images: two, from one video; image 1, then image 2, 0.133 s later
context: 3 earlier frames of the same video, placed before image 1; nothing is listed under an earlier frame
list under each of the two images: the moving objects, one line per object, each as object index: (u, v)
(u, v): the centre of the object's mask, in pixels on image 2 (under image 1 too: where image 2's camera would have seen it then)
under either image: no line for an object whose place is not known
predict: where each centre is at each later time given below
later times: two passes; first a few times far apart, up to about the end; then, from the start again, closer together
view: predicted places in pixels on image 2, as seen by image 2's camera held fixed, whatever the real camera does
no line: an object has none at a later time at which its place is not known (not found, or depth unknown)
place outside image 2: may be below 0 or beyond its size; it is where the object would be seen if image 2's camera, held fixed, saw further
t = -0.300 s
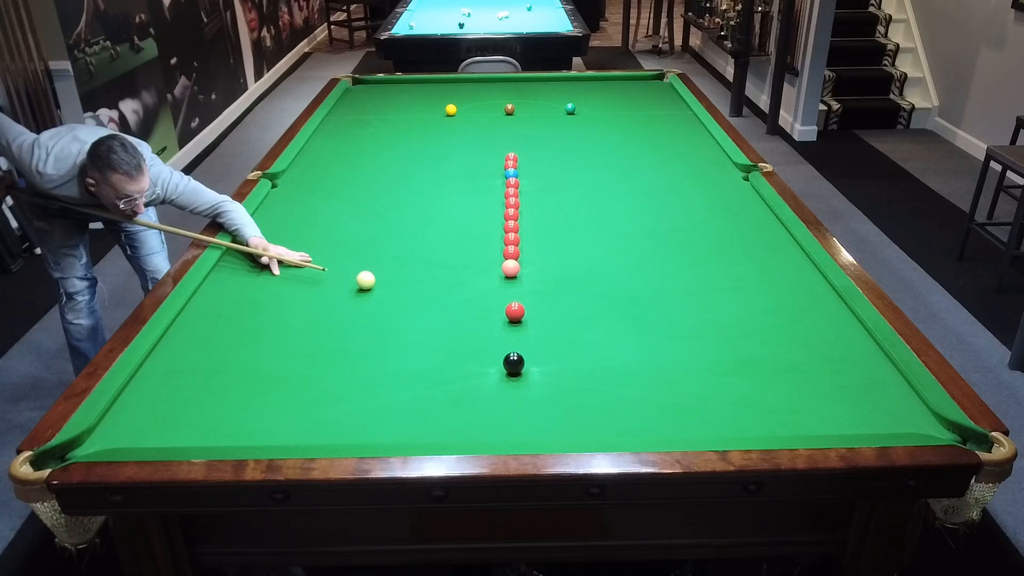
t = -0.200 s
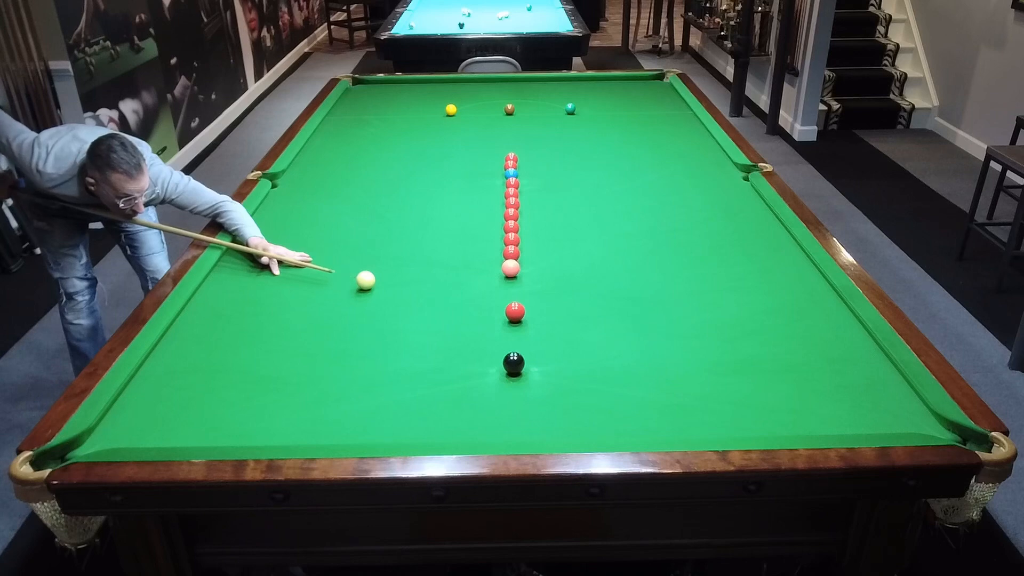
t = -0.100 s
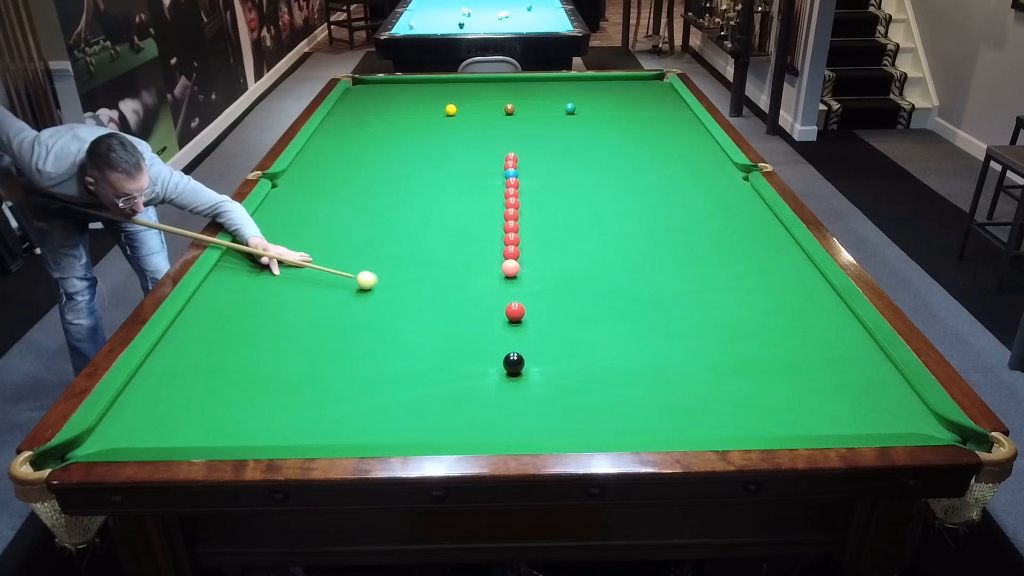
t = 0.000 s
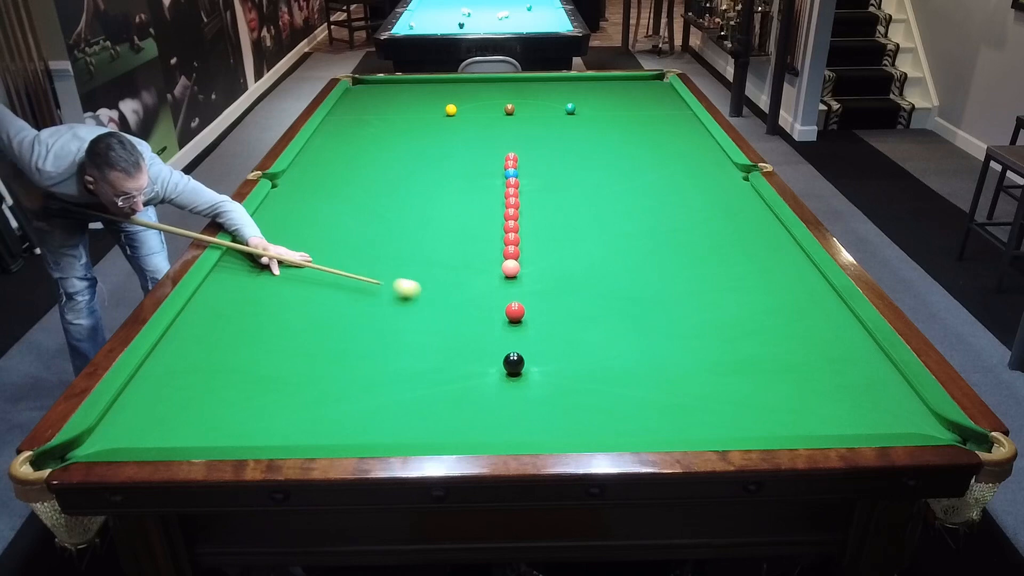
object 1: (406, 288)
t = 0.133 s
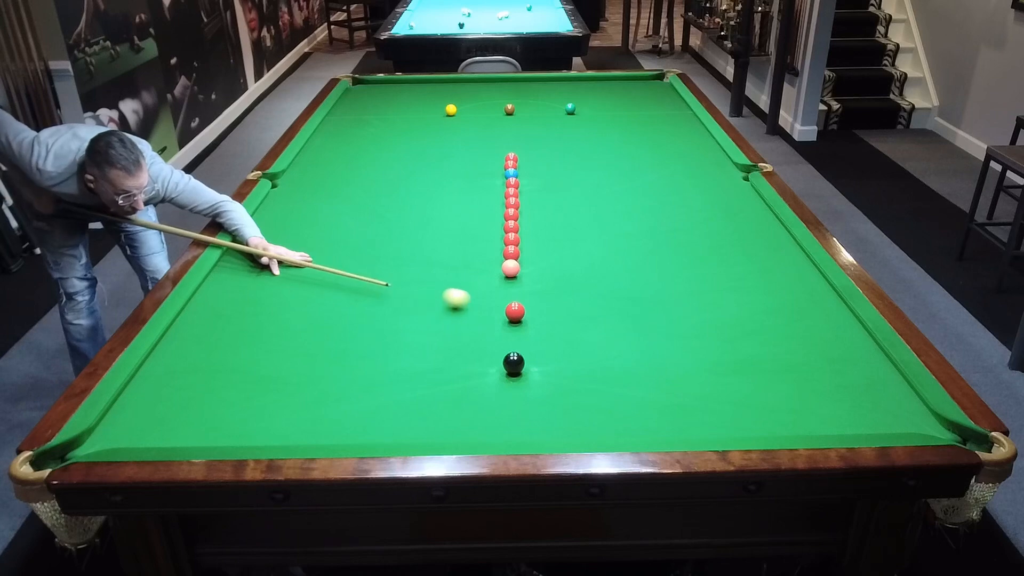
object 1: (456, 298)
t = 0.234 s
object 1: (493, 305)
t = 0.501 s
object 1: (522, 306)
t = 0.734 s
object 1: (546, 306)
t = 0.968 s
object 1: (568, 306)
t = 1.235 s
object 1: (590, 306)
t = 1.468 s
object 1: (607, 306)
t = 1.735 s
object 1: (623, 306)
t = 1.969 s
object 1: (635, 306)
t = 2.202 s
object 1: (645, 306)
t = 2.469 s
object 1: (654, 305)
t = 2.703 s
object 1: (659, 305)
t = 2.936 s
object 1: (662, 305)
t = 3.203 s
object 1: (663, 305)
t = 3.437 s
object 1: (662, 305)
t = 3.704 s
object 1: (662, 305)
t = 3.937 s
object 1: (662, 305)
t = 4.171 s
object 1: (662, 305)
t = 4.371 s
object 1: (663, 305)
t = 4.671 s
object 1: (662, 305)
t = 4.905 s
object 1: (662, 305)
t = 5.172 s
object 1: (662, 305)
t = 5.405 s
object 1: (662, 305)
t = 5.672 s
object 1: (662, 305)
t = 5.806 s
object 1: (662, 305)
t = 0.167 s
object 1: (468, 300)
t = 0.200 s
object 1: (481, 303)
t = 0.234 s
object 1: (493, 305)
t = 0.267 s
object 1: (499, 307)
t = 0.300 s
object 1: (501, 306)
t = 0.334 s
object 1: (504, 306)
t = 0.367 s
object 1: (508, 306)
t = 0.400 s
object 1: (512, 306)
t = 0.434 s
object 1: (515, 306)
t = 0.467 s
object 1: (519, 306)
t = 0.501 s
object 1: (522, 306)
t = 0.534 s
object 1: (526, 306)
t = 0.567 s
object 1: (529, 306)
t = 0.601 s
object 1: (533, 306)
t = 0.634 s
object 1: (536, 306)
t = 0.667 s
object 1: (540, 306)
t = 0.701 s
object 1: (543, 306)
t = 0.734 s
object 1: (546, 306)
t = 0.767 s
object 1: (550, 306)
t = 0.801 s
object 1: (553, 306)
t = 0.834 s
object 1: (556, 306)
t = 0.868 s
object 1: (559, 306)
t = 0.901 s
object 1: (562, 307)
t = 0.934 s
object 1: (565, 306)
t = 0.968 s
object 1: (568, 306)
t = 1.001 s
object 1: (571, 307)
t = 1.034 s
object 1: (574, 306)
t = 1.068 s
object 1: (576, 306)
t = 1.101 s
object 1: (579, 306)
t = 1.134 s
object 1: (582, 306)
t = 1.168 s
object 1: (585, 306)
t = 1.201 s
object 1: (587, 306)
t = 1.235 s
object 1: (590, 306)
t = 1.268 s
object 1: (592, 306)
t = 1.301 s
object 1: (595, 306)
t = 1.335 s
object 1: (597, 306)
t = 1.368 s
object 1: (600, 306)
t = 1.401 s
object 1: (602, 306)
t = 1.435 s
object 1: (604, 306)
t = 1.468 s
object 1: (607, 306)
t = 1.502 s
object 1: (609, 306)
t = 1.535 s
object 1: (611, 306)
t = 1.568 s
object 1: (613, 306)
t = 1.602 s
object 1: (615, 306)
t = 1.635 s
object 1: (617, 306)
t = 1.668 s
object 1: (619, 306)
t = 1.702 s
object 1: (621, 306)
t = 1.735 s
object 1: (623, 306)
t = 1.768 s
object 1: (625, 306)
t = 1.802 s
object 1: (627, 306)
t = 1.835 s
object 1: (629, 306)
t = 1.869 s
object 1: (630, 306)
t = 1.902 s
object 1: (632, 306)
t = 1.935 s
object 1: (634, 306)
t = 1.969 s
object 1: (635, 306)
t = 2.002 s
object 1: (637, 306)
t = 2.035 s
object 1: (638, 306)
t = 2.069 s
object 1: (640, 306)
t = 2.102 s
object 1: (641, 306)
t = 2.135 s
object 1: (643, 306)
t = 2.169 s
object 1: (644, 306)
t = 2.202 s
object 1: (645, 306)
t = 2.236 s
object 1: (647, 306)
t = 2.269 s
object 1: (648, 305)
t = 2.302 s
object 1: (649, 305)
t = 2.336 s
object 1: (650, 305)
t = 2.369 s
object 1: (651, 305)
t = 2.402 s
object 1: (652, 305)
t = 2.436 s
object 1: (653, 305)
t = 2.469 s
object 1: (654, 305)
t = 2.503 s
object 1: (655, 305)
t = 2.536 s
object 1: (655, 305)
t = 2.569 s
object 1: (656, 305)
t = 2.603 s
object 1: (657, 305)
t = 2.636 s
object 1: (658, 305)
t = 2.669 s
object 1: (658, 305)
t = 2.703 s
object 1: (659, 305)
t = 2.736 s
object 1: (659, 305)
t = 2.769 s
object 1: (660, 305)
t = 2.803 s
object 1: (661, 305)
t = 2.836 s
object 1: (661, 305)
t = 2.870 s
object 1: (661, 305)
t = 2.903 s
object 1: (662, 305)
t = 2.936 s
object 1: (662, 305)
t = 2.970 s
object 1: (662, 305)
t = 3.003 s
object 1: (662, 305)
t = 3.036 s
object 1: (662, 305)
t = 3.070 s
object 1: (662, 305)
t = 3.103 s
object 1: (662, 305)
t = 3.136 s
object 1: (663, 305)
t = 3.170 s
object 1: (663, 305)
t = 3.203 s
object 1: (663, 305)
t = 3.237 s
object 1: (663, 305)
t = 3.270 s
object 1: (663, 305)
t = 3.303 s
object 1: (662, 305)
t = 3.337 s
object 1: (662, 305)
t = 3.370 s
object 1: (662, 305)
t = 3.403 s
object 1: (662, 305)
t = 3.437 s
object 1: (662, 305)
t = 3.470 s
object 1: (662, 305)
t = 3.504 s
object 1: (662, 305)
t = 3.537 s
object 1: (662, 305)
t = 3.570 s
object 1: (662, 305)
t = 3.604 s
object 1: (662, 305)
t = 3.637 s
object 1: (662, 305)
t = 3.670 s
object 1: (662, 305)
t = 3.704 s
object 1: (662, 305)
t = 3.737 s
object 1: (662, 305)
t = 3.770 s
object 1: (662, 305)
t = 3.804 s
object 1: (662, 304)
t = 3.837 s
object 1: (662, 305)
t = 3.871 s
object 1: (662, 305)
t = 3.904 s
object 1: (662, 305)
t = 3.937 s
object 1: (662, 305)
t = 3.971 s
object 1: (662, 304)
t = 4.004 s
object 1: (662, 304)
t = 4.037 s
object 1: (662, 304)
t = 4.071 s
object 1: (662, 305)
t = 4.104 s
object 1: (662, 305)
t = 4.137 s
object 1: (662, 304)
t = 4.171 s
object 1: (662, 305)
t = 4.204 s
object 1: (662, 305)
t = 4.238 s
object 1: (662, 304)
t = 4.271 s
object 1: (662, 304)
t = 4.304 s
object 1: (662, 304)
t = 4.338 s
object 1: (662, 305)
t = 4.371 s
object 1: (663, 305)
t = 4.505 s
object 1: (660, 304)
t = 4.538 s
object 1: (662, 305)
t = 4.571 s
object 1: (662, 305)
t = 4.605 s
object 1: (662, 305)
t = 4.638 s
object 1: (662, 305)
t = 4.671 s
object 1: (662, 305)
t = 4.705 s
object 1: (662, 305)
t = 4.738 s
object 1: (662, 305)
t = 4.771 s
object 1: (662, 305)
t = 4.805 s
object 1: (662, 305)
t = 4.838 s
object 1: (662, 305)
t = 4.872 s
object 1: (662, 305)
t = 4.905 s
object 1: (662, 305)
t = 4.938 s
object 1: (662, 305)
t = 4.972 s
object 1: (662, 305)
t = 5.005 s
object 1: (662, 305)
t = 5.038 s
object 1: (662, 305)
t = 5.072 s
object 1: (662, 305)
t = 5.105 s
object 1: (662, 305)
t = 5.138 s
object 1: (662, 305)
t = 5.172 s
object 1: (662, 305)
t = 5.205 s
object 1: (662, 305)
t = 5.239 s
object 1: (662, 305)
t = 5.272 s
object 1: (662, 305)
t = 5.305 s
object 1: (662, 305)
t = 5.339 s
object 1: (662, 305)
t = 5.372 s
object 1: (662, 305)
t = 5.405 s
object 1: (662, 305)
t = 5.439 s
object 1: (662, 305)
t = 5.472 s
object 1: (662, 305)
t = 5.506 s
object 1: (662, 305)
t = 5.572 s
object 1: (662, 304)
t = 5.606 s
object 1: (662, 305)
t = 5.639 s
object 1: (662, 305)
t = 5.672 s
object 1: (662, 305)
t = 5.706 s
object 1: (662, 305)
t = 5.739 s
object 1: (662, 305)
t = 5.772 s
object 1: (662, 305)
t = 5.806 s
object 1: (662, 305)
